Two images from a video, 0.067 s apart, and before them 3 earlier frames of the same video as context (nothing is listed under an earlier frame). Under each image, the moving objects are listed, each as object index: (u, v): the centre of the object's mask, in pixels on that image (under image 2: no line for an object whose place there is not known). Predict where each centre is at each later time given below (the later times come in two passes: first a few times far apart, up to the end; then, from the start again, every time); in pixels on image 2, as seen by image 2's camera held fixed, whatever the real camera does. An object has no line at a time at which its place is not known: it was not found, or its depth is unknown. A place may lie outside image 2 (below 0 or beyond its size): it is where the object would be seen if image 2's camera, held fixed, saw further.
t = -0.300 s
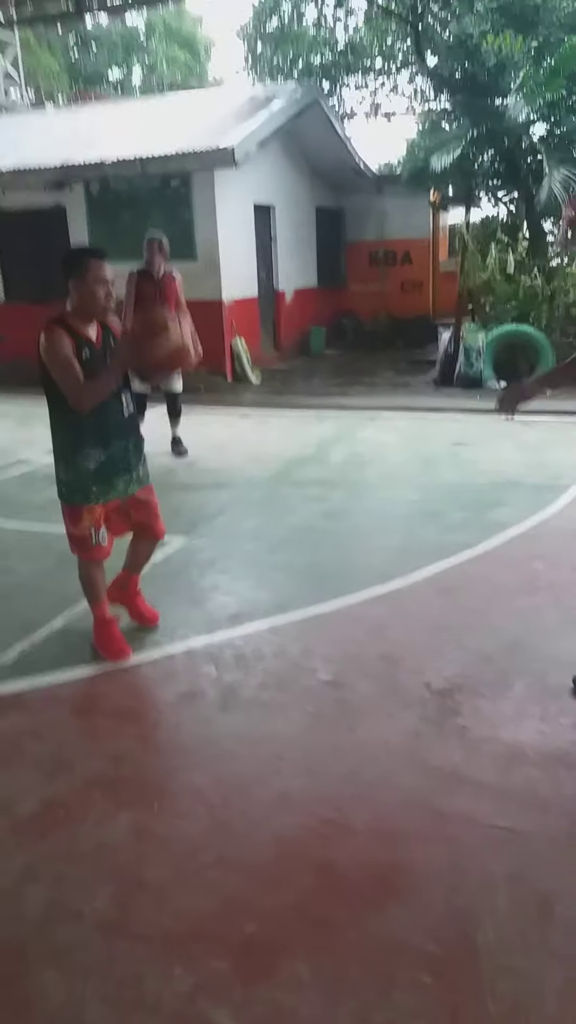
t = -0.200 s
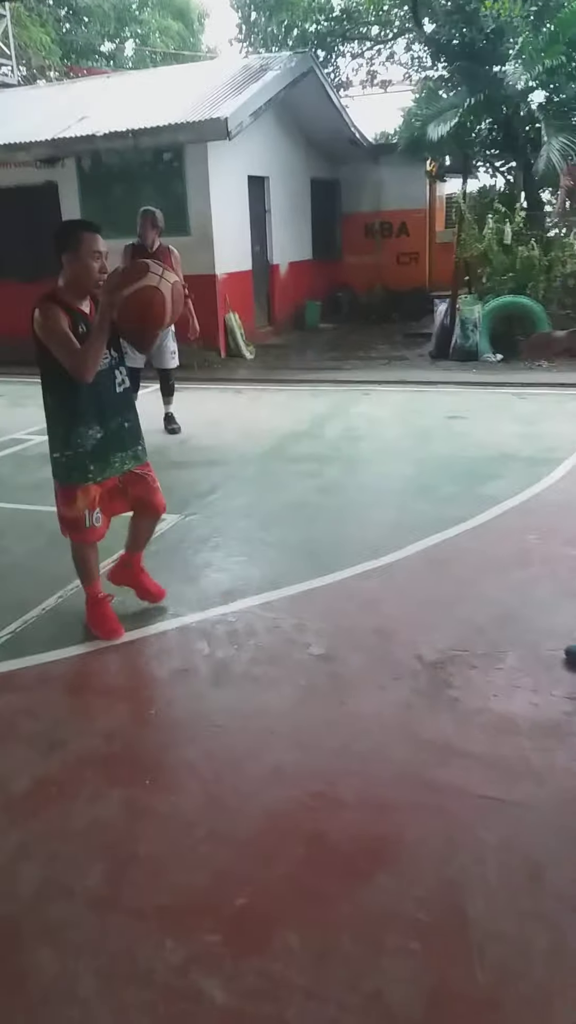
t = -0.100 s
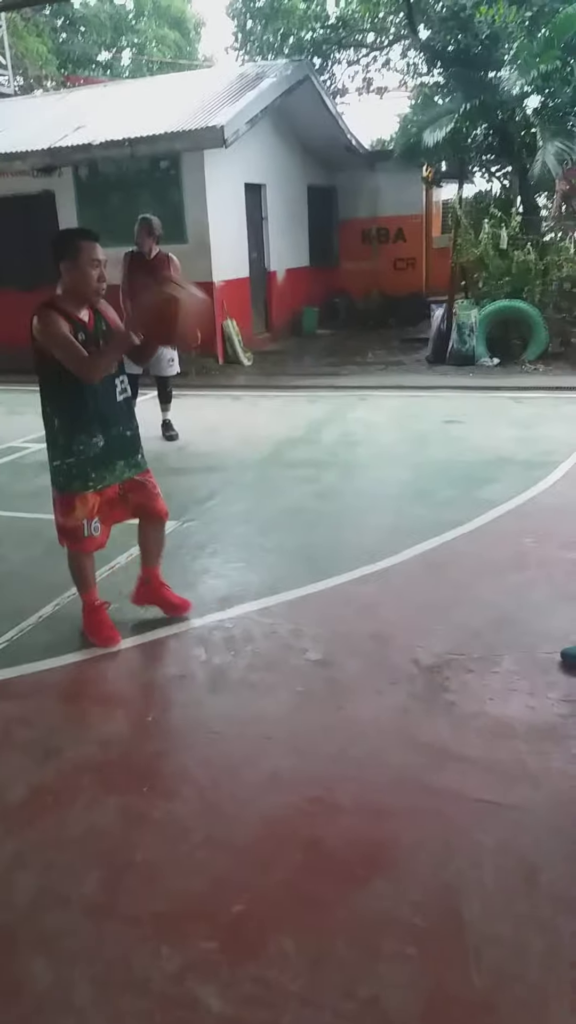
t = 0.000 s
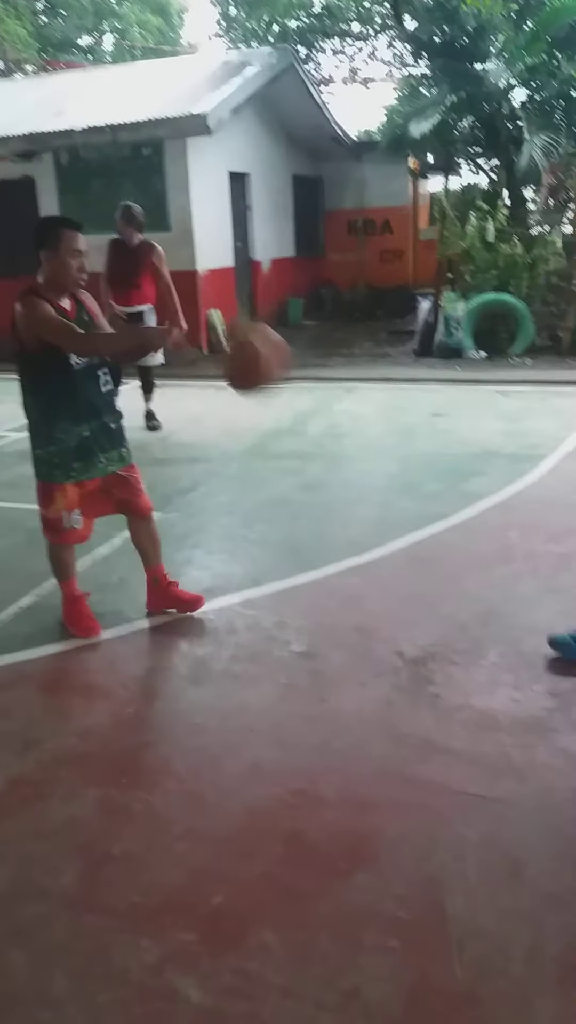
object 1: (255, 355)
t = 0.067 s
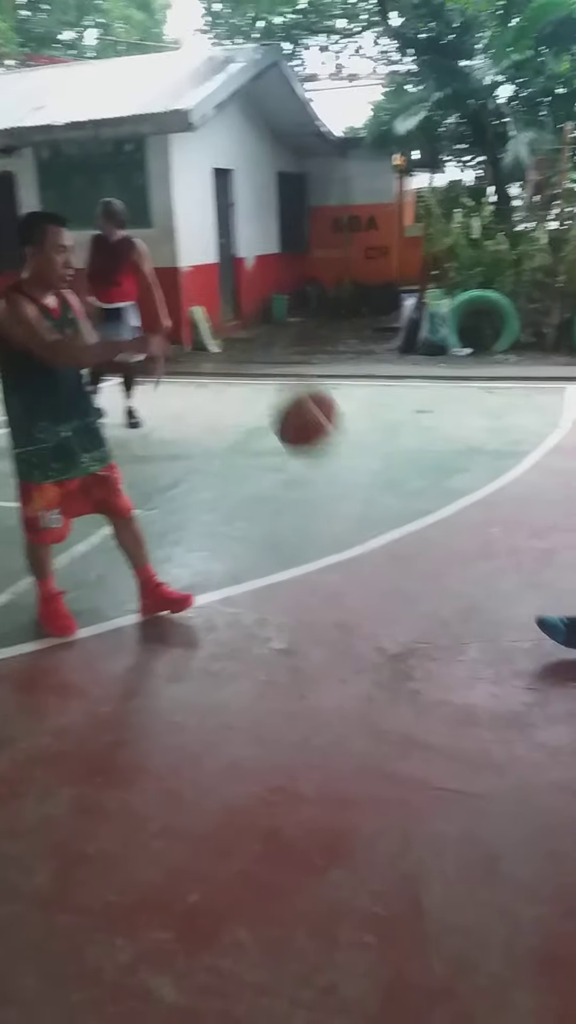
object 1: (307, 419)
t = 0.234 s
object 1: (478, 610)
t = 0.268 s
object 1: (503, 616)
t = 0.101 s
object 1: (342, 452)
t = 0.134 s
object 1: (375, 488)
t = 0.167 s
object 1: (411, 529)
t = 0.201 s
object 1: (445, 569)
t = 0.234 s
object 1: (478, 610)
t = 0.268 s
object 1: (503, 616)
